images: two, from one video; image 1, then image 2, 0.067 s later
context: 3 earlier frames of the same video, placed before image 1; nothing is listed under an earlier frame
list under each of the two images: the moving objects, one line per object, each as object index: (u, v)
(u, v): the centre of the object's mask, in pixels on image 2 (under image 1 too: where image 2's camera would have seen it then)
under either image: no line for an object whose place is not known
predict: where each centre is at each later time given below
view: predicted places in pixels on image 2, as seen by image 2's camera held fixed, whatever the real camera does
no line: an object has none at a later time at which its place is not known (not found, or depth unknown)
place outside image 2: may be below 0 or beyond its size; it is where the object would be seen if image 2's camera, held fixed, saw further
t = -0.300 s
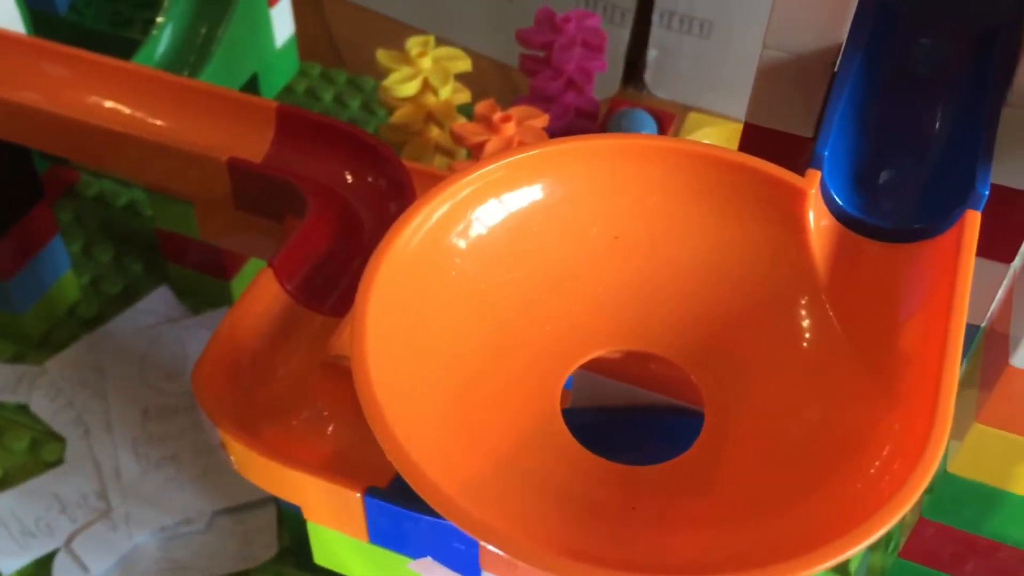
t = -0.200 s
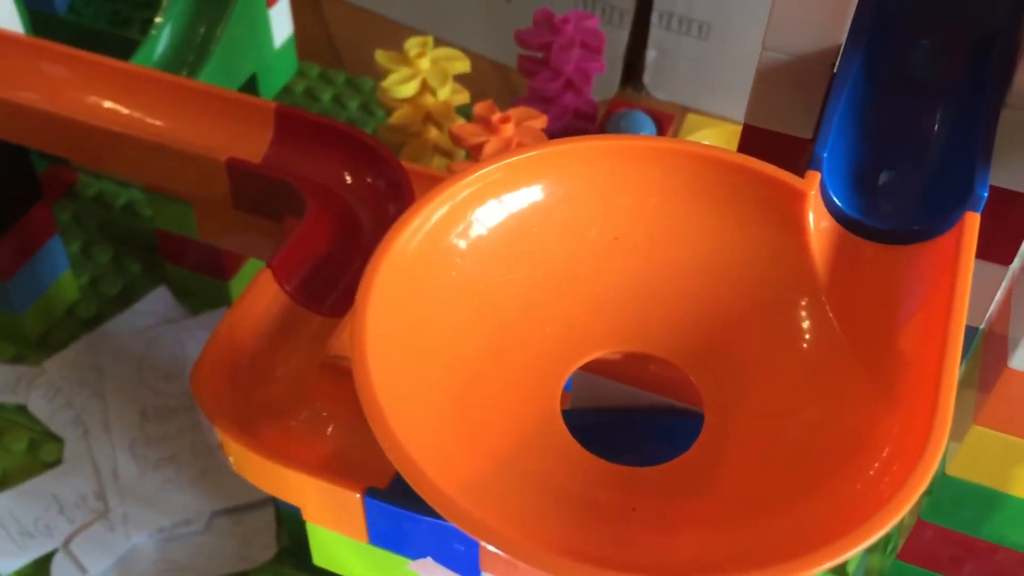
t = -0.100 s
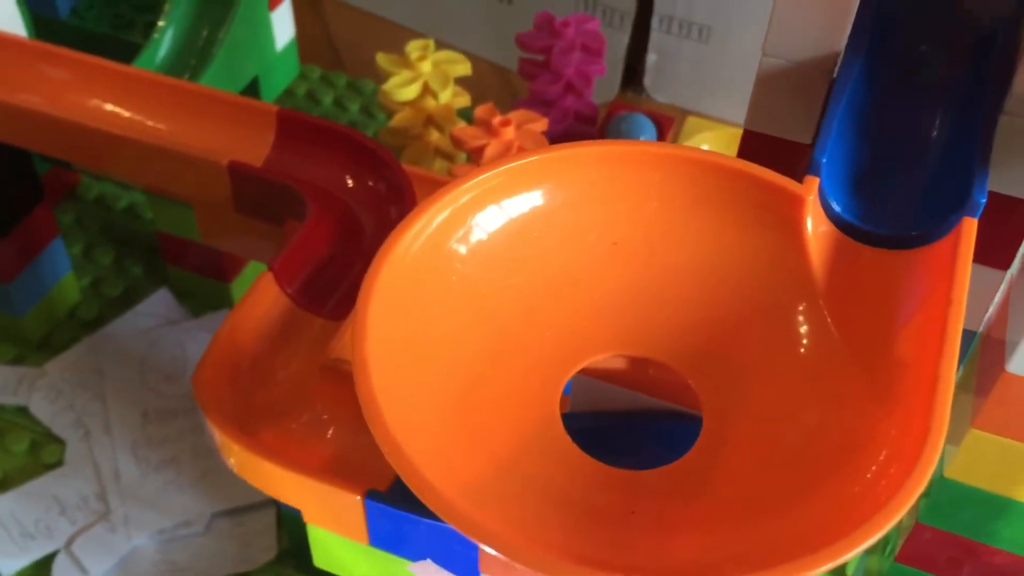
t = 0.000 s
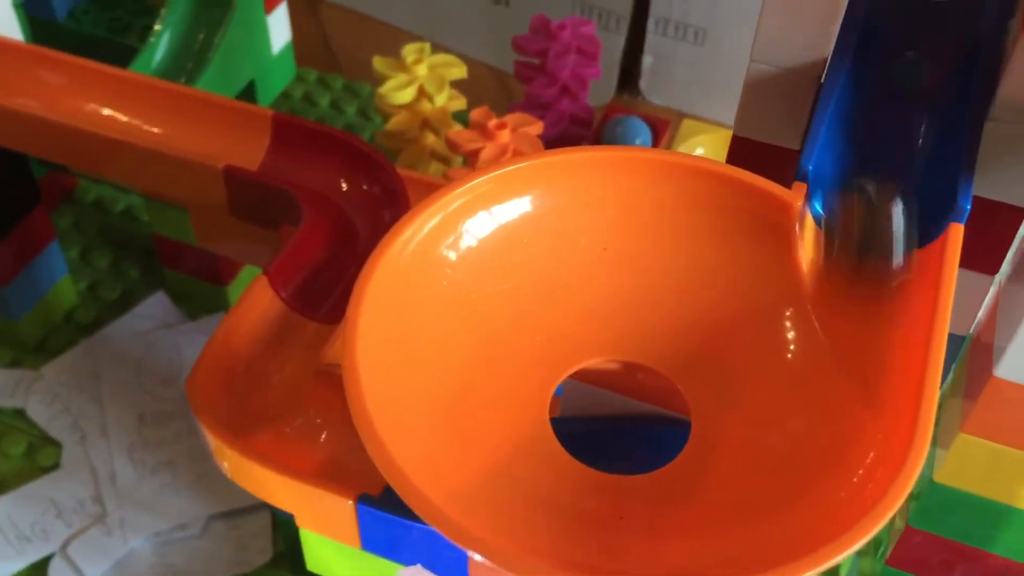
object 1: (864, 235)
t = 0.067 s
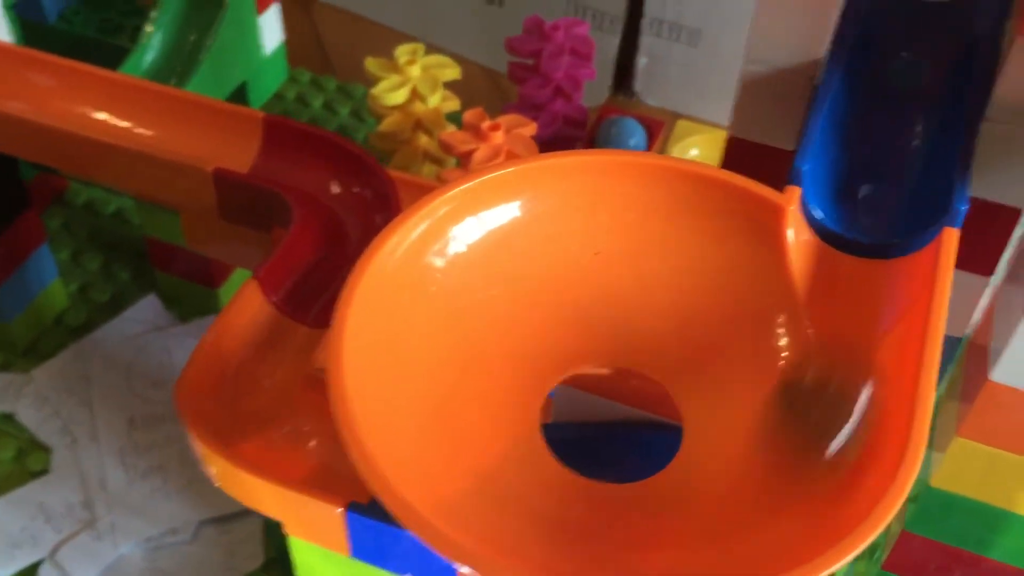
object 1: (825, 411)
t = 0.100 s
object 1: (741, 503)
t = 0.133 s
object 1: (634, 534)
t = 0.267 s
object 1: (432, 364)
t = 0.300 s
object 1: (462, 310)
